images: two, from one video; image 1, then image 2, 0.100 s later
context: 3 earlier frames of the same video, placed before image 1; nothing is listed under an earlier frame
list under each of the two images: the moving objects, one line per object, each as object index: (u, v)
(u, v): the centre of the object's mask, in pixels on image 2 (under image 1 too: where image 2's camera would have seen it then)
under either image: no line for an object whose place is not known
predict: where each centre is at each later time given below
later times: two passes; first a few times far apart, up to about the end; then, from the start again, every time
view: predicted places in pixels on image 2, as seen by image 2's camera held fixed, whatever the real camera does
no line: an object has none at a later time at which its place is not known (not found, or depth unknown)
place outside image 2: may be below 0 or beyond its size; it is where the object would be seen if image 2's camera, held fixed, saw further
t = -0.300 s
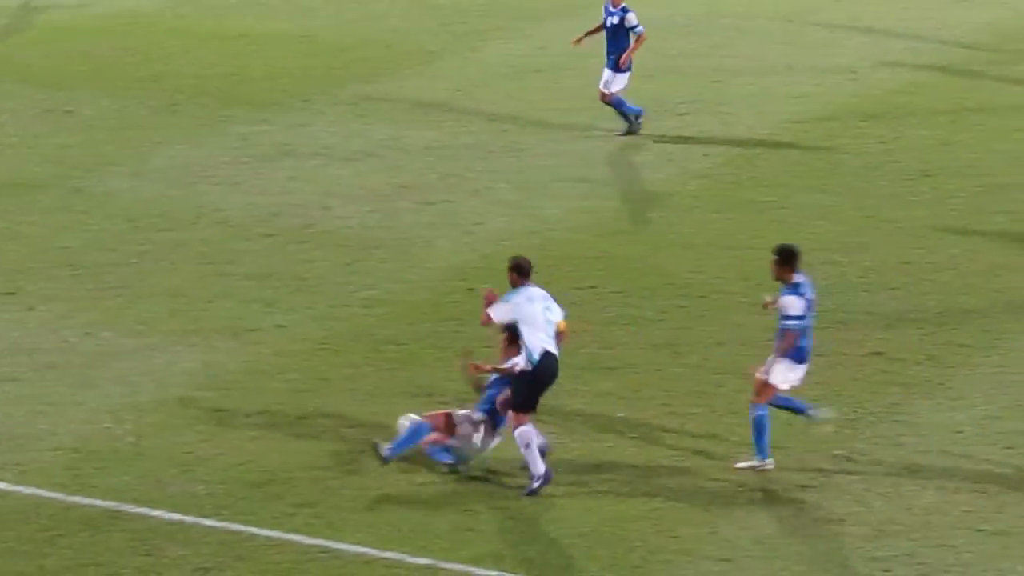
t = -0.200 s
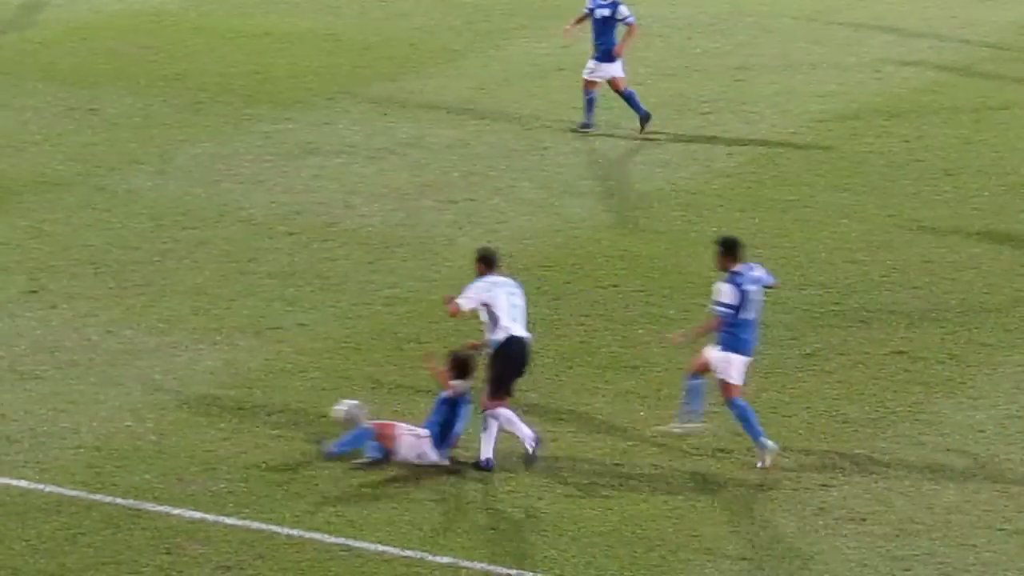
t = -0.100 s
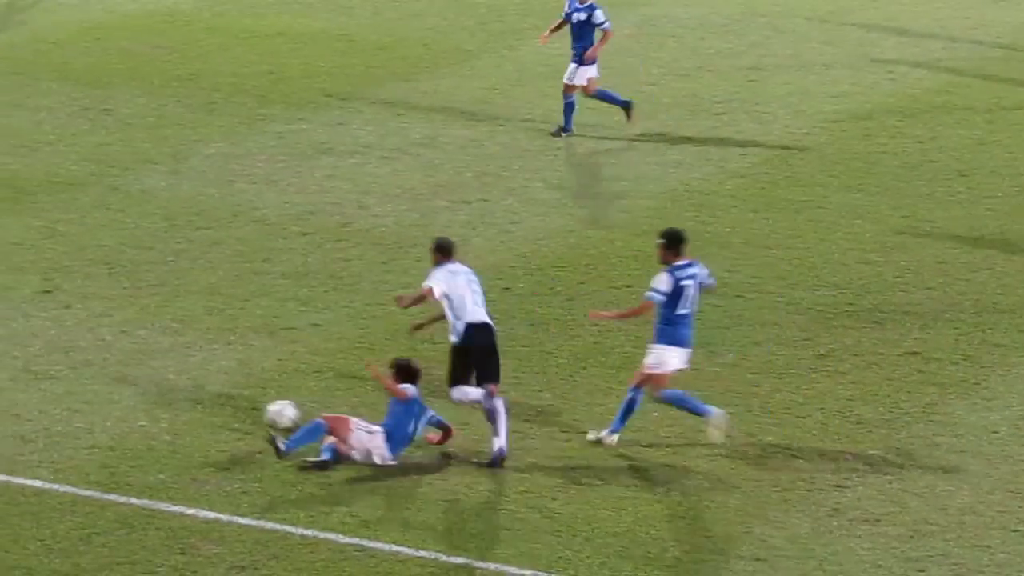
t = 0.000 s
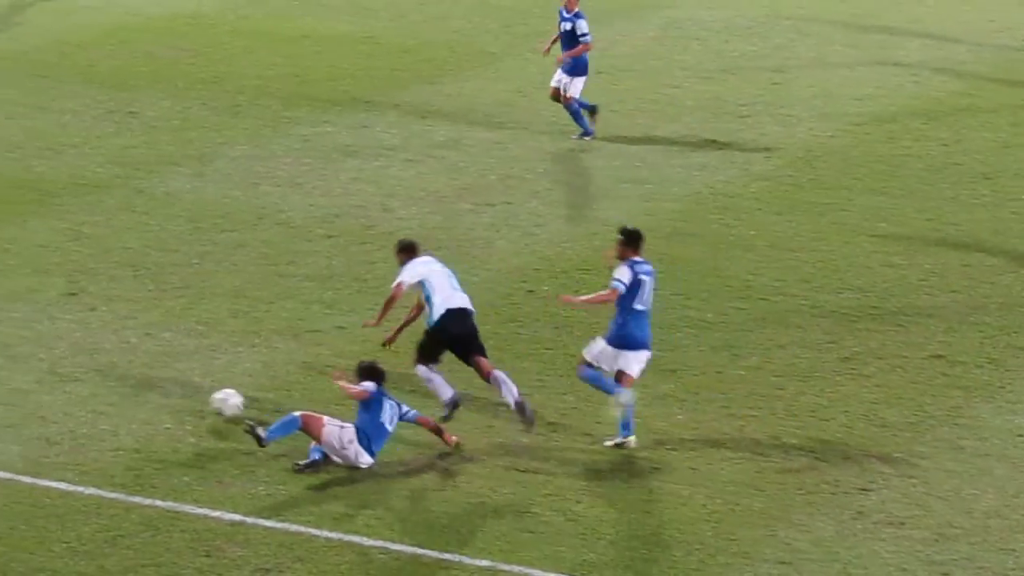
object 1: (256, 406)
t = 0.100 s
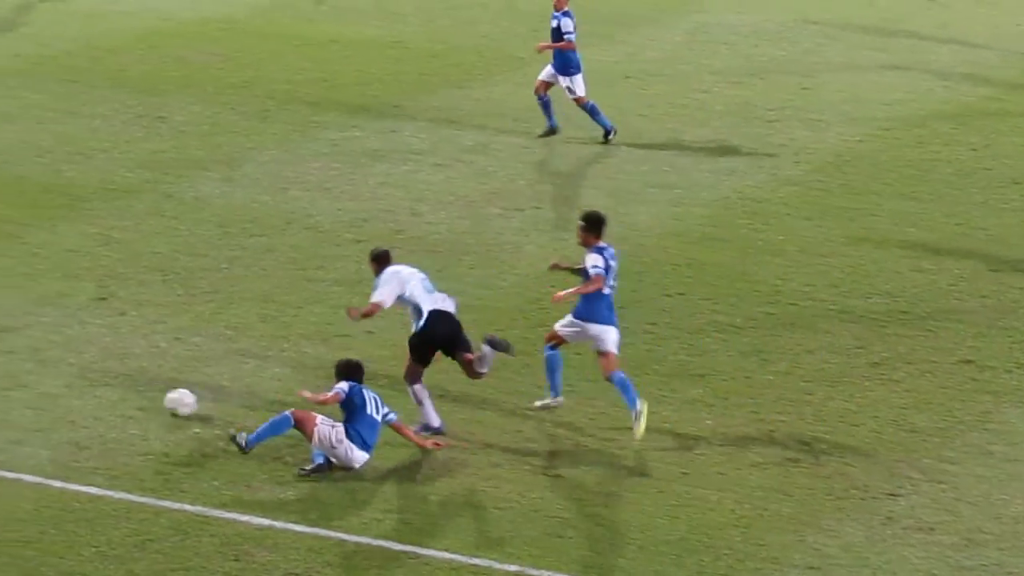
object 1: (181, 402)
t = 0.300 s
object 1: (38, 383)
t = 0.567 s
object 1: (-142, 363)
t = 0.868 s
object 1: (-328, 343)
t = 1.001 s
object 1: (-396, 334)
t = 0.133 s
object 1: (157, 398)
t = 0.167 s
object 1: (133, 394)
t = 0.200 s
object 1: (109, 392)
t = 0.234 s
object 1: (85, 390)
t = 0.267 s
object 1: (62, 387)
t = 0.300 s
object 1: (38, 383)
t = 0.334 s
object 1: (14, 380)
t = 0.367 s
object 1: (-8, 379)
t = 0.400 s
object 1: (-31, 376)
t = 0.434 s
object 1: (-54, 373)
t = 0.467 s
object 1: (-76, 370)
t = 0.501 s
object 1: (-98, 368)
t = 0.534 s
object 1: (-120, 365)
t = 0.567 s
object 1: (-142, 363)
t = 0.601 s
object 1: (-163, 359)
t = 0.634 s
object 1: (-185, 356)
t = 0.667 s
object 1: (-207, 355)
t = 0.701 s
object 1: (-228, 354)
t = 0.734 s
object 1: (-249, 351)
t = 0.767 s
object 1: (-269, 350)
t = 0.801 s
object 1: (-289, 348)
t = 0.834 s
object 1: (-308, 346)
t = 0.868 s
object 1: (-328, 343)
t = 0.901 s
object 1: (-347, 342)
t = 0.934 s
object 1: (-363, 340)
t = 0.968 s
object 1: (-380, 337)
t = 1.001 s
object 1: (-396, 334)
